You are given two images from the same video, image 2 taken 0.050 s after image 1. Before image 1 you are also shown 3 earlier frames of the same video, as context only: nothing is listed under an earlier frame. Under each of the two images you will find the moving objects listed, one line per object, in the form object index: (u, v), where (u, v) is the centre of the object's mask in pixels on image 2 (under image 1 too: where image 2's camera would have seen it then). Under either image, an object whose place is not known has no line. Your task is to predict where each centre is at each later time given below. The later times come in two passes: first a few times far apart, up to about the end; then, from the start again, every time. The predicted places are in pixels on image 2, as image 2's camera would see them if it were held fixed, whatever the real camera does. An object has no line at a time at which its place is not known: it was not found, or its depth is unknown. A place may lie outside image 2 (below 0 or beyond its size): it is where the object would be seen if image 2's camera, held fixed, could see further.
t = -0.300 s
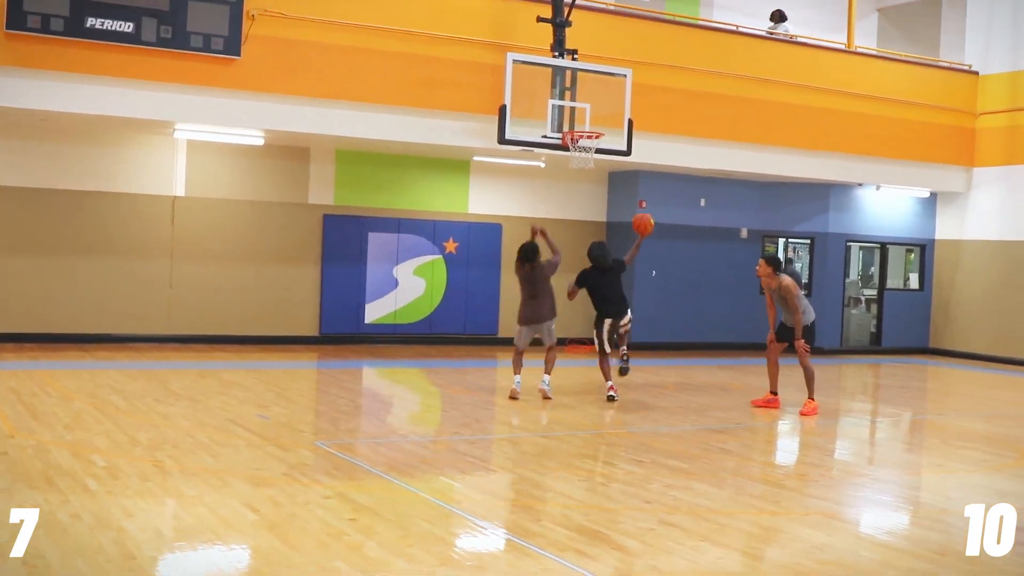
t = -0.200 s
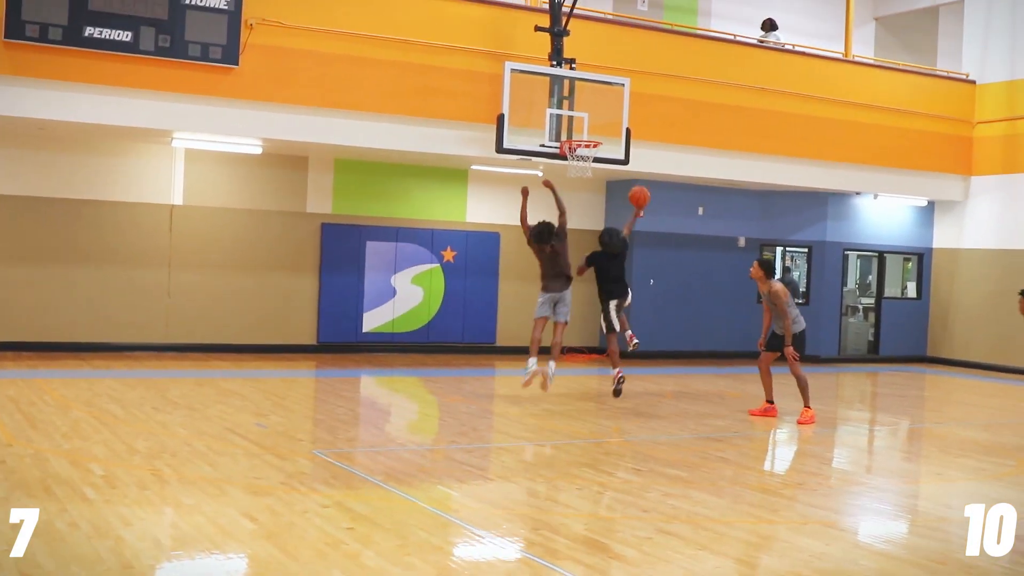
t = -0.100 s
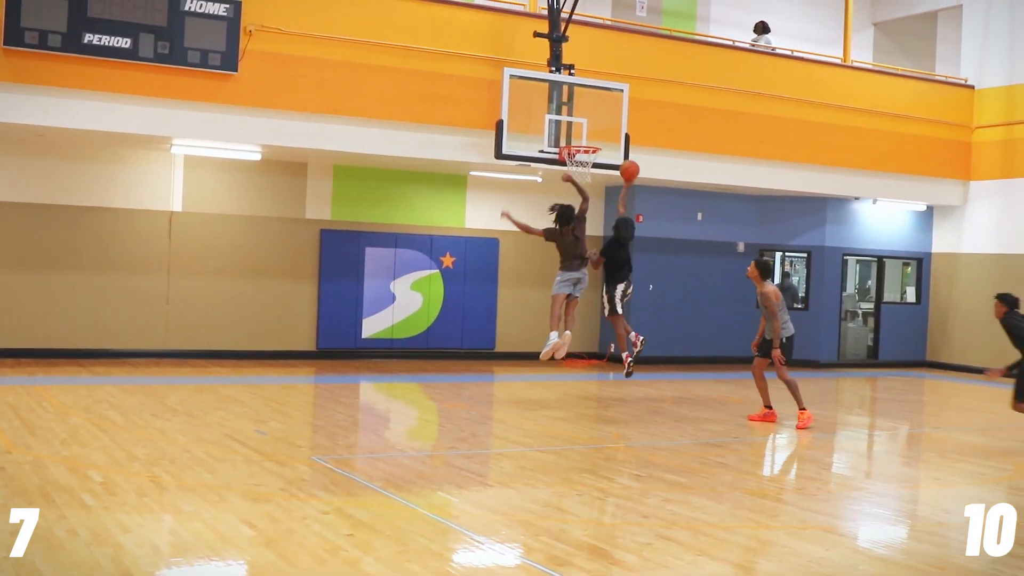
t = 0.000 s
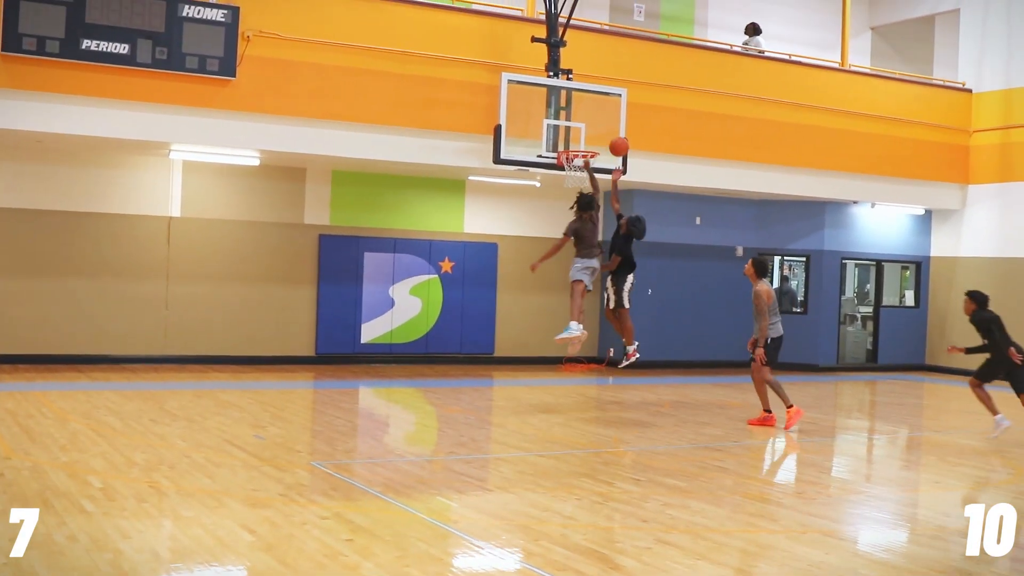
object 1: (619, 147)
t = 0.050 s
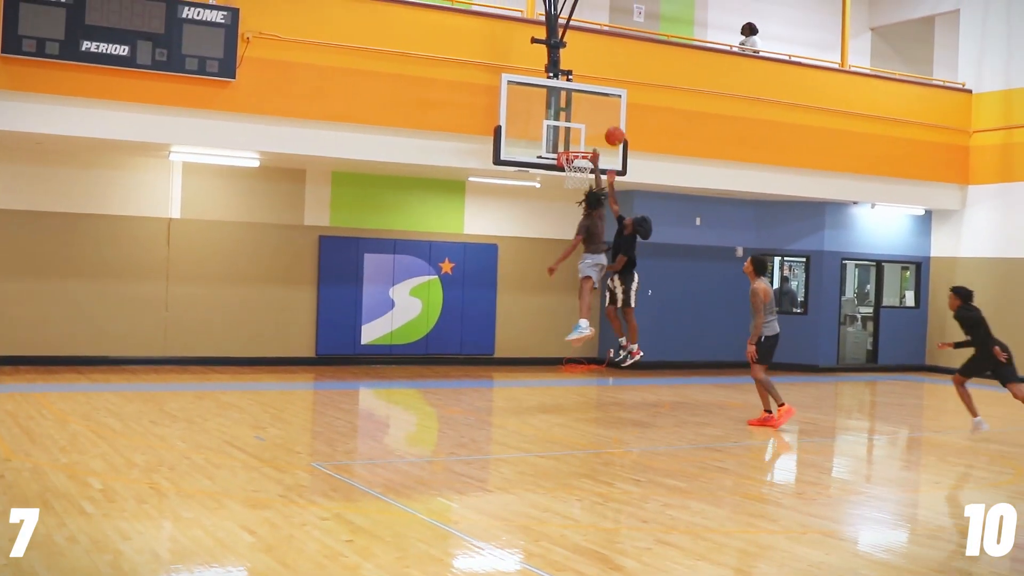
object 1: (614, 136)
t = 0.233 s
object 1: (598, 112)
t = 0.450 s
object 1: (580, 118)
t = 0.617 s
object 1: (565, 143)
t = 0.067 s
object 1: (613, 133)
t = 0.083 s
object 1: (612, 129)
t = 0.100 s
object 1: (610, 127)
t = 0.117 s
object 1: (609, 124)
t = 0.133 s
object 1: (607, 122)
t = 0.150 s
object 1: (606, 120)
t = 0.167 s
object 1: (604, 118)
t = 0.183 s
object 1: (603, 116)
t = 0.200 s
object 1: (602, 114)
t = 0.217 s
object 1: (600, 113)
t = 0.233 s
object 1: (598, 112)
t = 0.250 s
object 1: (597, 111)
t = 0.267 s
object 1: (596, 111)
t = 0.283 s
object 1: (594, 110)
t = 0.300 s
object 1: (593, 110)
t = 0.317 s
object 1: (592, 110)
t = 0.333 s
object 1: (590, 110)
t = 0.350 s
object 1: (588, 111)
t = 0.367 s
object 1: (587, 111)
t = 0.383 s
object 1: (586, 112)
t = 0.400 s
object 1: (584, 114)
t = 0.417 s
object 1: (582, 115)
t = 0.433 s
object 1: (581, 117)
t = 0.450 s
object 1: (580, 118)
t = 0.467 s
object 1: (578, 121)
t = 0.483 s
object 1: (577, 123)
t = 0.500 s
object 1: (574, 125)
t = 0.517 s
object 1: (573, 128)
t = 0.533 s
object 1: (572, 131)
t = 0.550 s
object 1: (570, 134)
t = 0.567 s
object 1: (568, 137)
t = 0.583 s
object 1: (567, 141)
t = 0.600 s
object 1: (565, 144)
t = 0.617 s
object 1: (565, 143)
